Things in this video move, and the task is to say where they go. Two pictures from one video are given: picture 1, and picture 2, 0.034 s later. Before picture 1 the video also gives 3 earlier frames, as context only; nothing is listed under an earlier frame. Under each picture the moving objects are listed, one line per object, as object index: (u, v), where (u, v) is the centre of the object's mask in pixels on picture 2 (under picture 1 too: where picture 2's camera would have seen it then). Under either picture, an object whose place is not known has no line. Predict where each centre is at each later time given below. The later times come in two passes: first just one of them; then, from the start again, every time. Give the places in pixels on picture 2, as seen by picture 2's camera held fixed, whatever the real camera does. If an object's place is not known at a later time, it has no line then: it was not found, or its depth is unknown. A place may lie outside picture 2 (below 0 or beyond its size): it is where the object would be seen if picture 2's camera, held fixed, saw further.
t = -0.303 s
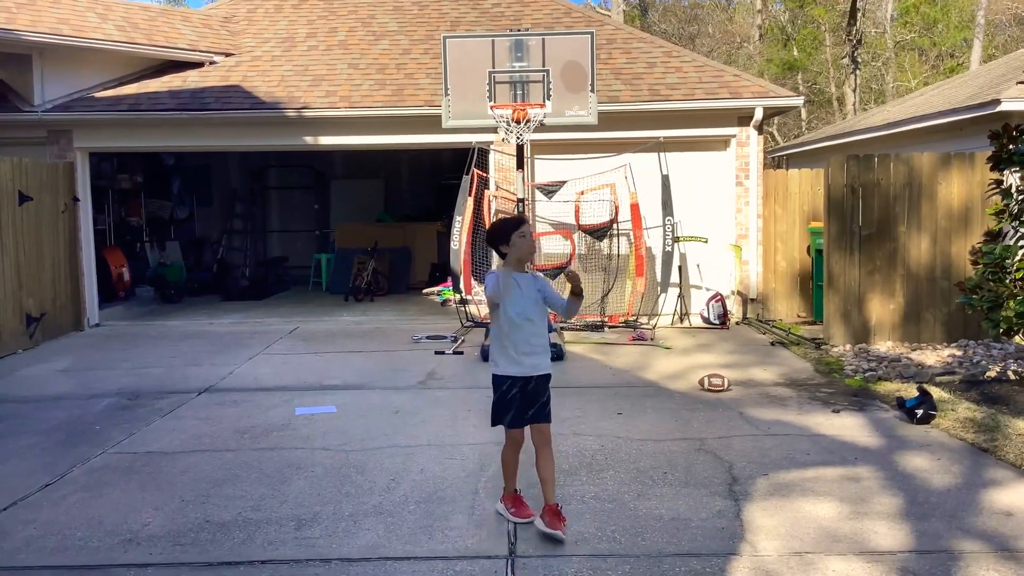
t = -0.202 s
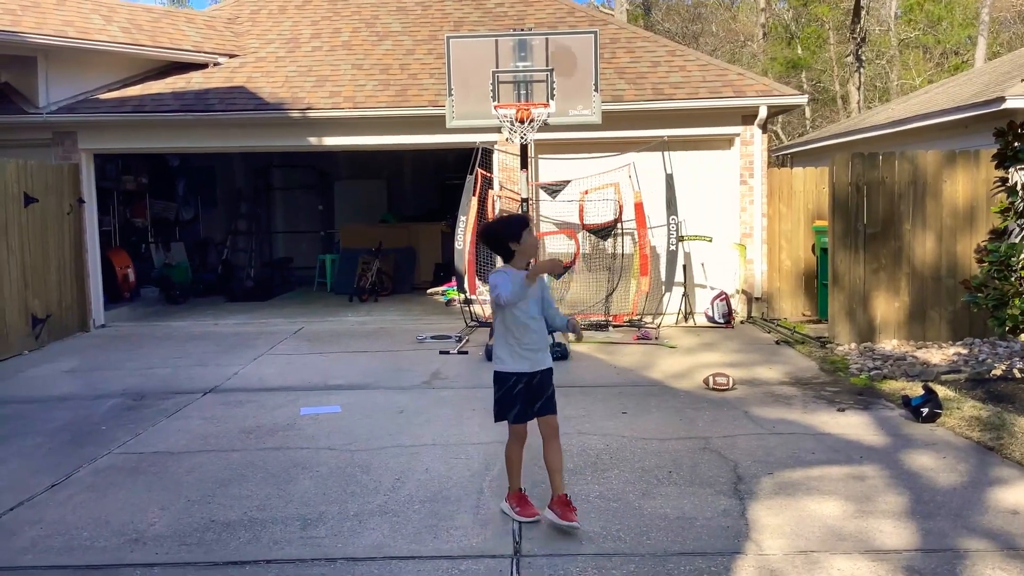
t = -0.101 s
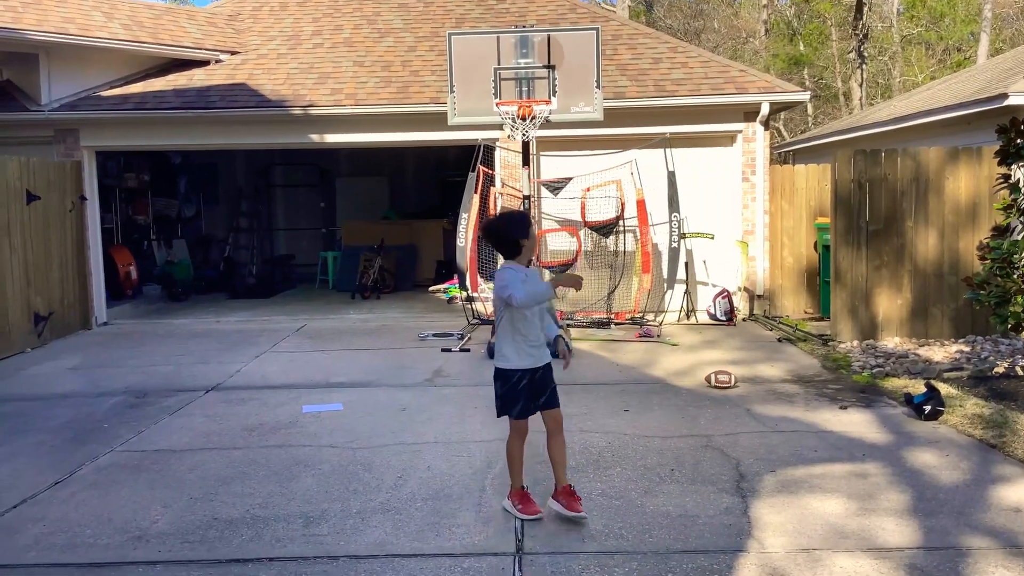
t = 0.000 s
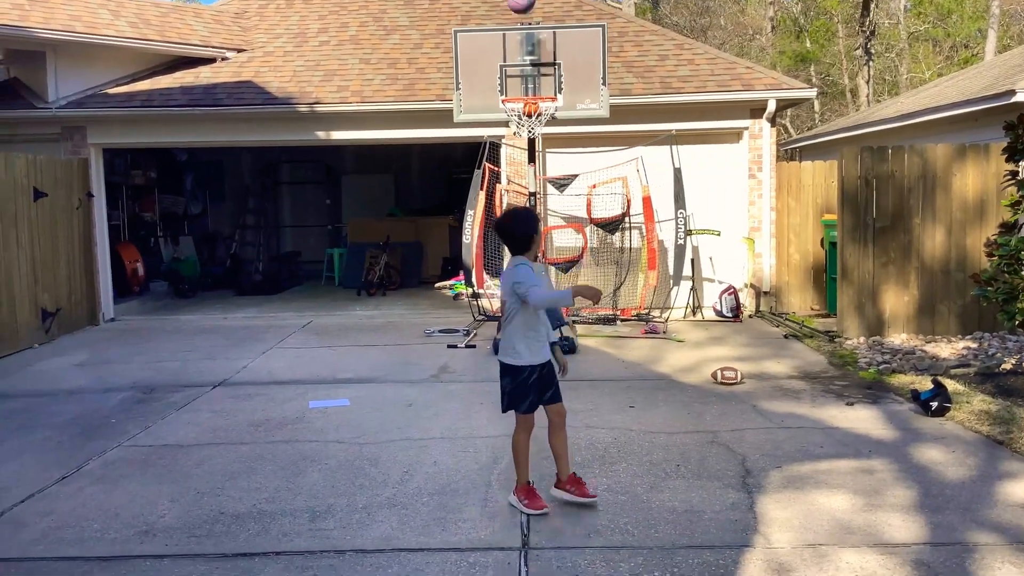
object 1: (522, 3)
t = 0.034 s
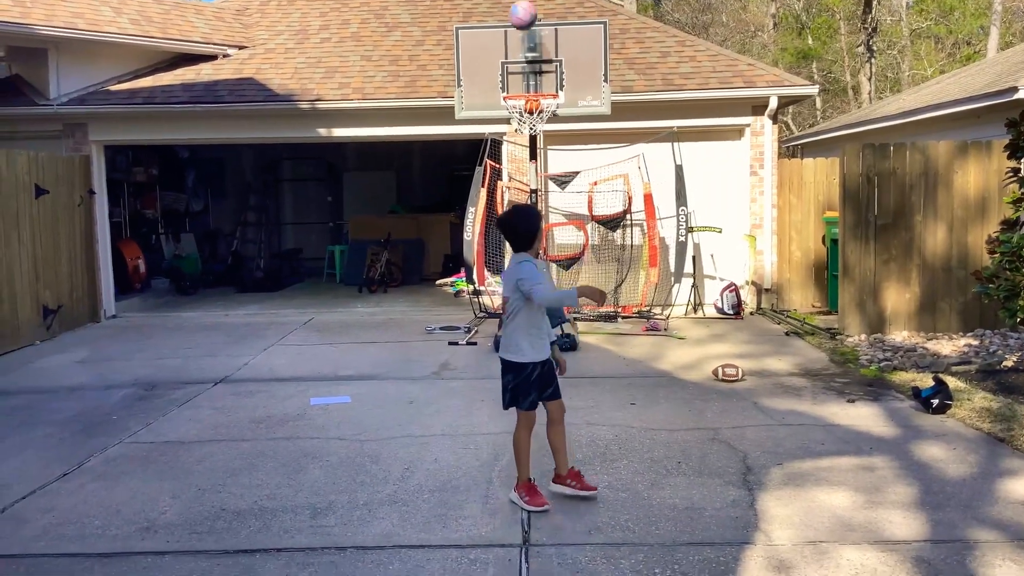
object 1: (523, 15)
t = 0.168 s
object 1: (523, 81)
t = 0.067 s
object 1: (523, 35)
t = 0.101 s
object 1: (524, 56)
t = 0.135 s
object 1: (524, 72)
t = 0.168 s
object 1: (523, 81)
